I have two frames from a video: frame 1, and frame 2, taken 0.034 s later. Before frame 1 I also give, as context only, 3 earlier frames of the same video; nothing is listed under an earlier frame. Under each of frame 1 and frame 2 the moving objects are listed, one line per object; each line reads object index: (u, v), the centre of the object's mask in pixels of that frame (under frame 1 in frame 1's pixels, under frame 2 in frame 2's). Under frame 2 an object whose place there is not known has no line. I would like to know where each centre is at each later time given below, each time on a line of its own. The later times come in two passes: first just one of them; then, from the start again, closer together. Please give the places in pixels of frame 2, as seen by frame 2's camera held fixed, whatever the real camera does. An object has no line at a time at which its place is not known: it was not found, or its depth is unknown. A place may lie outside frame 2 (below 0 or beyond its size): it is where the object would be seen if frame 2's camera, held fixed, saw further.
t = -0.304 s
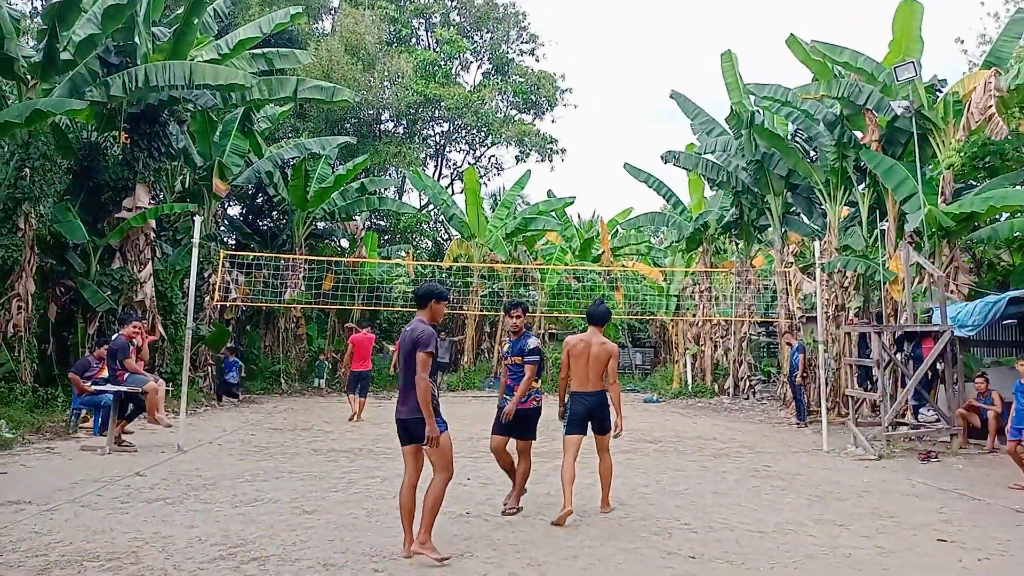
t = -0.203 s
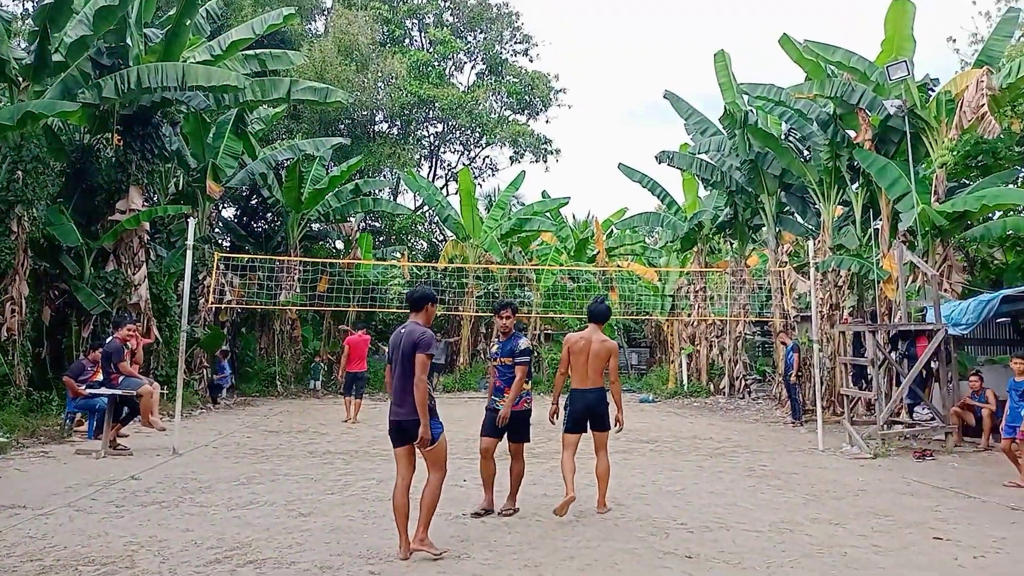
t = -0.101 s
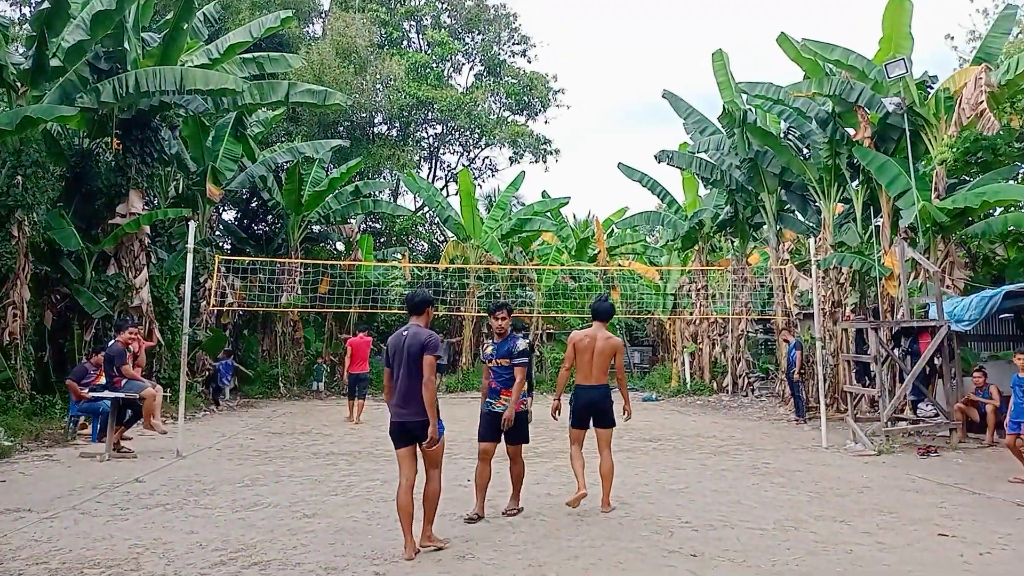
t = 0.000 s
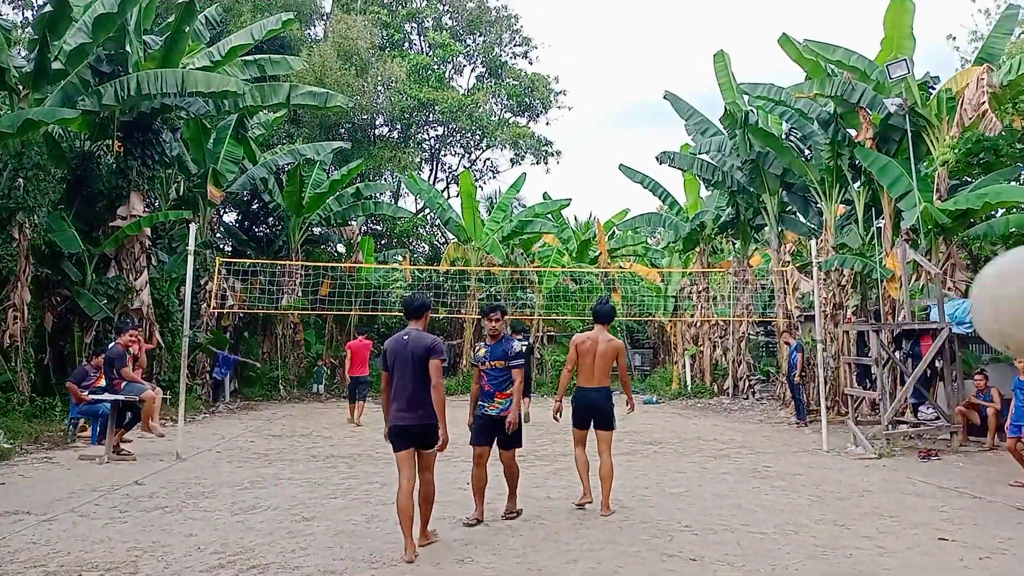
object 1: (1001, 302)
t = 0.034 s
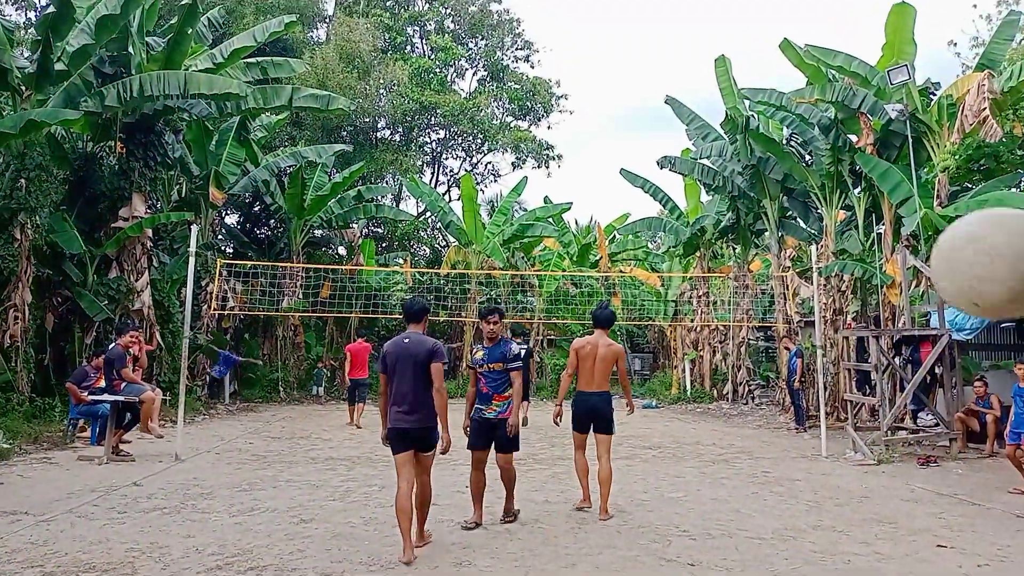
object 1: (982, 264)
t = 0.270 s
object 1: (778, 149)
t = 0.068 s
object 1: (959, 228)
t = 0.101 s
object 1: (921, 201)
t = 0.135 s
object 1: (889, 175)
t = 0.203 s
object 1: (830, 152)
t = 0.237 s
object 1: (803, 147)
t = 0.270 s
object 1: (778, 149)
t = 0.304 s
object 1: (755, 156)
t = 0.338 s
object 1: (732, 166)
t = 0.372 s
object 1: (712, 178)
